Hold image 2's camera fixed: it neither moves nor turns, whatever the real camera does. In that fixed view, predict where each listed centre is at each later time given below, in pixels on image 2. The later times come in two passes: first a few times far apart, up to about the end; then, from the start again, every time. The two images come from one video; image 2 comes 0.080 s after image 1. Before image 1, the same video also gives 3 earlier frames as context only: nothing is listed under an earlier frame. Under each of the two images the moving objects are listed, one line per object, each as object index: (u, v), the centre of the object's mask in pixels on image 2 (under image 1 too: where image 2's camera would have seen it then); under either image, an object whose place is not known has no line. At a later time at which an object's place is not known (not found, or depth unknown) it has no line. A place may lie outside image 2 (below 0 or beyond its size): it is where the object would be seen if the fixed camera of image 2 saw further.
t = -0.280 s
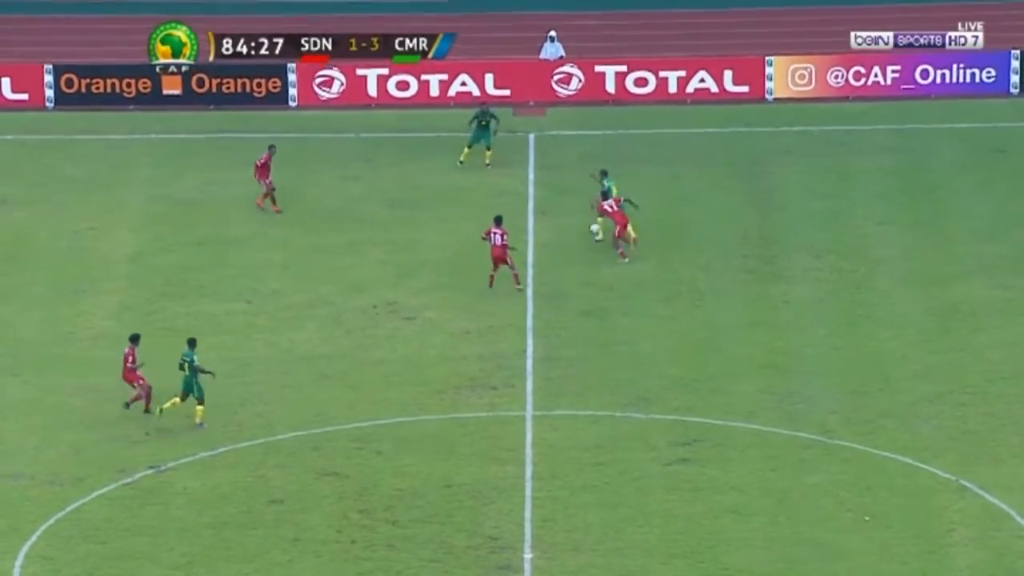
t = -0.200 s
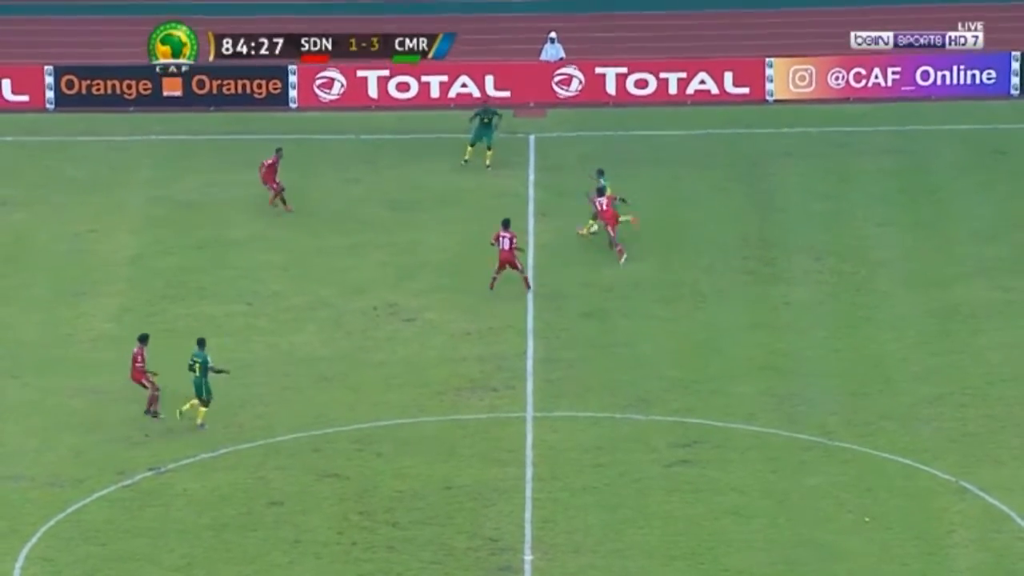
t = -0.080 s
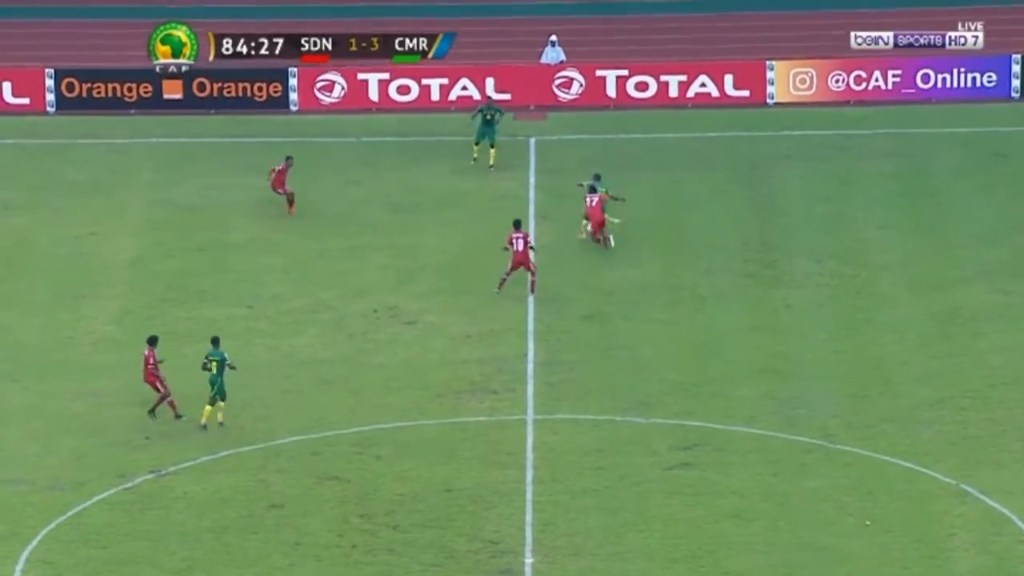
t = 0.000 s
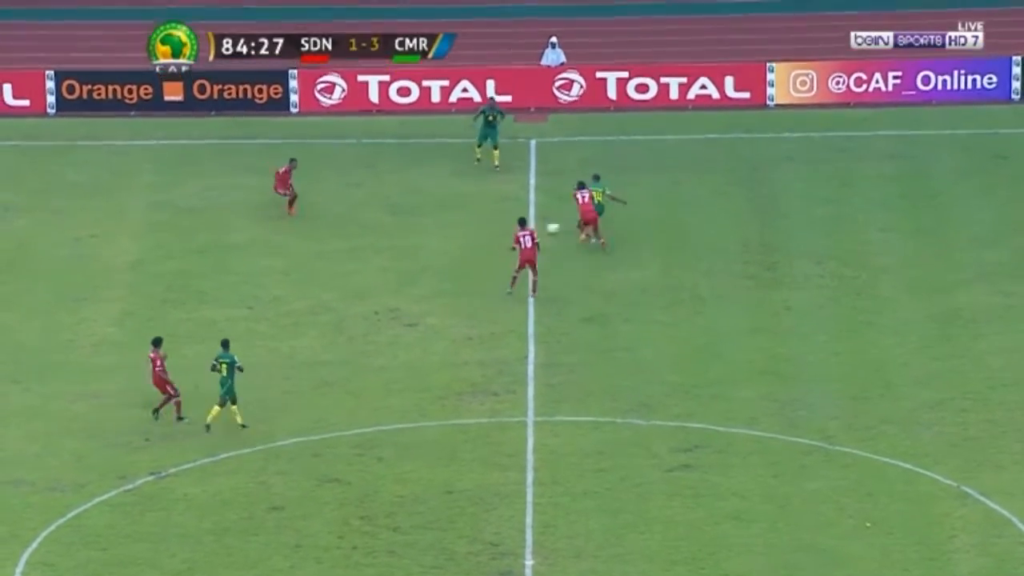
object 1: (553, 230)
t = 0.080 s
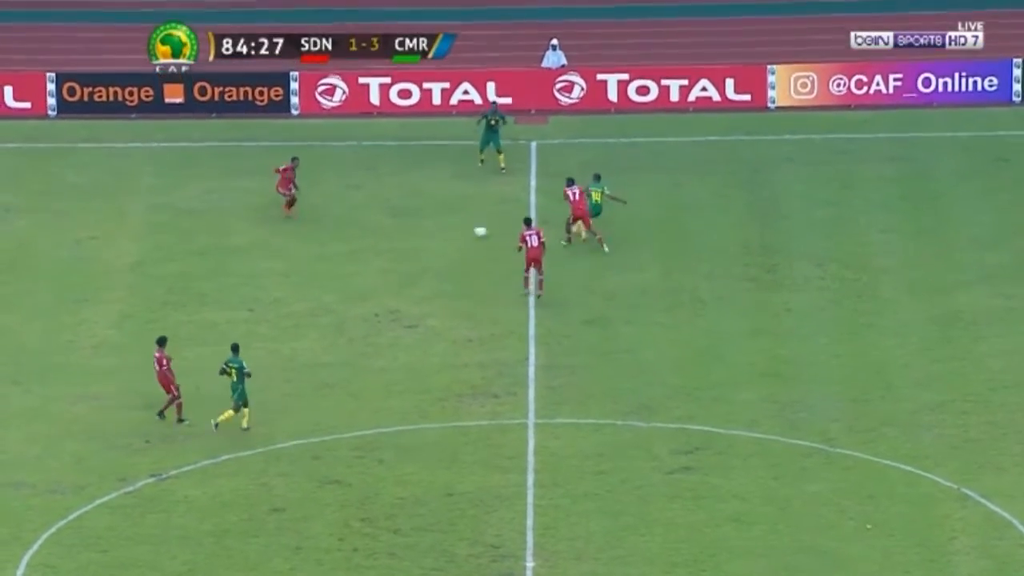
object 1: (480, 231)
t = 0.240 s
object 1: (343, 235)
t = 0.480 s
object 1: (158, 242)
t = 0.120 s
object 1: (444, 233)
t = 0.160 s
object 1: (408, 235)
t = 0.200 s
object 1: (375, 234)
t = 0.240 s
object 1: (343, 235)
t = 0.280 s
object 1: (310, 236)
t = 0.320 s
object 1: (278, 237)
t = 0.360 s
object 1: (246, 240)
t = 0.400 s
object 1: (215, 242)
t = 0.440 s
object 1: (186, 242)
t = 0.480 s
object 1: (158, 242)
